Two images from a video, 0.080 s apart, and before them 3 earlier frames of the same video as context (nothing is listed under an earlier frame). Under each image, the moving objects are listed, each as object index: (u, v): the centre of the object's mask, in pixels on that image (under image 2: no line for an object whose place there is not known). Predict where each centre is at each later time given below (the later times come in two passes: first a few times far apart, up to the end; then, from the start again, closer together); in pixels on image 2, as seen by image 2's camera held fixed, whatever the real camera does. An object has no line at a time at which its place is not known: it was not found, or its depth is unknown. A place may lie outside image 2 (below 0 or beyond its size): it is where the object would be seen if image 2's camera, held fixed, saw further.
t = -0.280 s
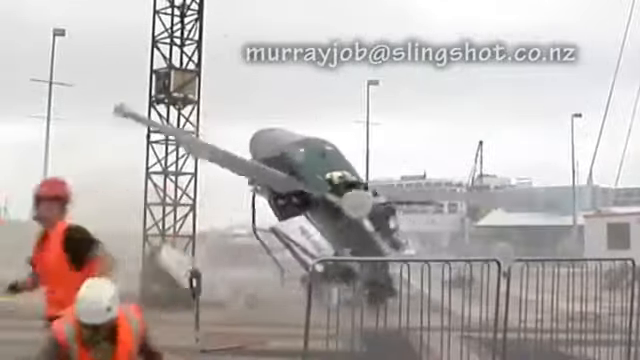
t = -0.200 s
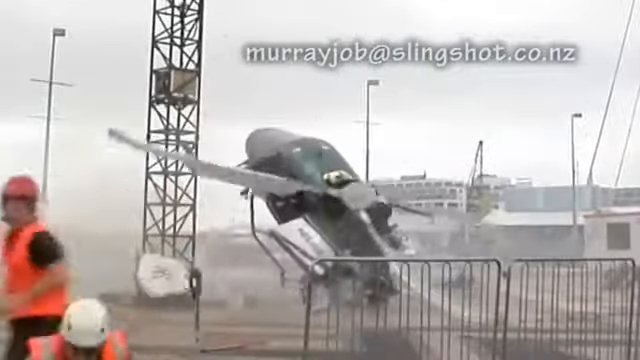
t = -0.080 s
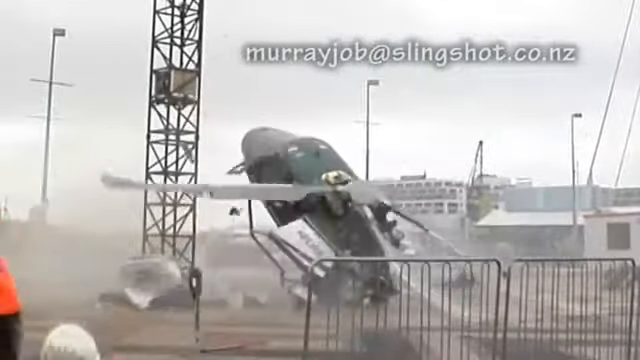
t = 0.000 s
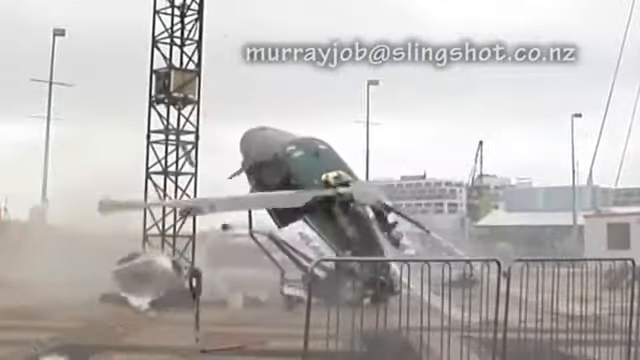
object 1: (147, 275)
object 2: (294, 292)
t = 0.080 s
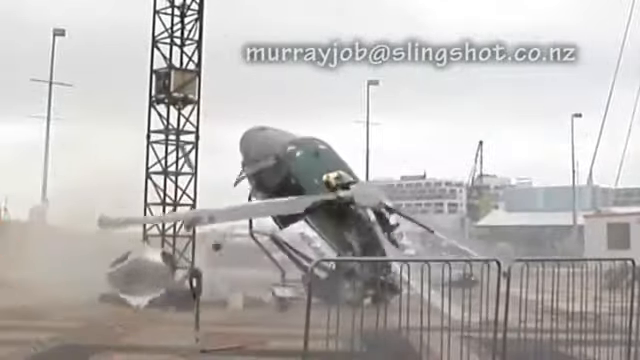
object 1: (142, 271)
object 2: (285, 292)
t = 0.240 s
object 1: (129, 275)
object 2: (269, 295)
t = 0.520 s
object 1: (102, 282)
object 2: (246, 298)
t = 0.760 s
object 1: (73, 287)
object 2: (232, 298)
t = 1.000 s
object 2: (226, 297)
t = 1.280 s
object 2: (226, 297)
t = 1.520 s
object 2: (231, 298)
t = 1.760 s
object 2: (235, 298)
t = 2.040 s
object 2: (234, 298)
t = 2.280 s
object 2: (230, 299)
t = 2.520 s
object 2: (229, 299)
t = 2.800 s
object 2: (229, 299)
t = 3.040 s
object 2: (229, 299)
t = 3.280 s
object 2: (229, 299)
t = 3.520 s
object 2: (229, 299)
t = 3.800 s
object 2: (229, 299)
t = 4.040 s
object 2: (229, 299)
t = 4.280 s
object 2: (229, 299)
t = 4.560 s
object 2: (229, 299)
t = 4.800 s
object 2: (229, 299)
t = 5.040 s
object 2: (229, 299)
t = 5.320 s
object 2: (229, 299)
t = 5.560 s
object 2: (229, 299)
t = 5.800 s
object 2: (229, 299)
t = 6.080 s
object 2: (229, 299)
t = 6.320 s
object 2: (229, 299)
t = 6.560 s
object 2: (229, 299)
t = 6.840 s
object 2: (229, 299)
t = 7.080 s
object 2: (229, 299)
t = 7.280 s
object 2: (229, 299)
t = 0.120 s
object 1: (137, 273)
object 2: (280, 293)
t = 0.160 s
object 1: (135, 273)
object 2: (276, 294)
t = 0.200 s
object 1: (132, 274)
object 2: (272, 295)
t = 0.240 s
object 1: (129, 275)
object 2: (269, 295)
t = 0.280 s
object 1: (126, 276)
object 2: (264, 297)
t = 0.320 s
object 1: (122, 277)
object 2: (260, 297)
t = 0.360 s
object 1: (120, 278)
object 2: (258, 297)
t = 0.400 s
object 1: (115, 280)
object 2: (255, 297)
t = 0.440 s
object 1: (111, 280)
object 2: (251, 298)
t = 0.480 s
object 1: (106, 281)
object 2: (248, 298)
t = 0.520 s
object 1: (102, 282)
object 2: (246, 298)
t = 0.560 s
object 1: (98, 284)
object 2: (243, 298)
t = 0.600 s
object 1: (92, 285)
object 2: (241, 299)
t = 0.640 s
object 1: (88, 288)
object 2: (239, 299)
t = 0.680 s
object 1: (82, 293)
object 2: (236, 298)
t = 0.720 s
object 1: (73, 293)
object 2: (234, 298)
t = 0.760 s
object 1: (73, 287)
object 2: (232, 298)
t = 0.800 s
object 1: (68, 287)
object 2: (230, 297)
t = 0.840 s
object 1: (65, 287)
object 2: (229, 297)
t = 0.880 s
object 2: (228, 297)
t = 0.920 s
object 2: (227, 297)
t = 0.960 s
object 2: (226, 297)
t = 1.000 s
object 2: (226, 297)
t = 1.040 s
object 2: (226, 297)
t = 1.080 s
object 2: (226, 297)
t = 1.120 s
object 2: (226, 297)
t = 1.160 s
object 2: (226, 297)
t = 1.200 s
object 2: (226, 297)
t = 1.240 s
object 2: (226, 297)
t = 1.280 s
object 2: (226, 297)
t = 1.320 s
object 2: (226, 297)
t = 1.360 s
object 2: (227, 297)
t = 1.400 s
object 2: (227, 297)
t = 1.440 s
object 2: (229, 297)
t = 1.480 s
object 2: (230, 297)
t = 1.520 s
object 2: (231, 298)
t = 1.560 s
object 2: (231, 298)
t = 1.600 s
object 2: (232, 298)
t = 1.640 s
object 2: (233, 298)
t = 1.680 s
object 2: (234, 298)
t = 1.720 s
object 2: (235, 298)
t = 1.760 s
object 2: (235, 298)
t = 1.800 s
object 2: (235, 298)
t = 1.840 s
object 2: (235, 298)
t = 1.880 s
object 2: (235, 298)
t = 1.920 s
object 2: (235, 298)
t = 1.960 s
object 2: (235, 298)
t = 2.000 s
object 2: (234, 298)
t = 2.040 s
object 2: (234, 298)
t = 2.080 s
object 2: (233, 298)
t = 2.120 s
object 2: (233, 298)
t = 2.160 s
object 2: (232, 298)
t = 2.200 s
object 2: (231, 298)
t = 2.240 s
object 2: (231, 298)
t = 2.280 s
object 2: (230, 299)
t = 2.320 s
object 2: (229, 299)
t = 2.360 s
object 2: (229, 299)
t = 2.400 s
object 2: (229, 299)
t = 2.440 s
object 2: (228, 299)
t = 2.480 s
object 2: (228, 299)
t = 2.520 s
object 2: (229, 299)
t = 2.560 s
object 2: (229, 299)
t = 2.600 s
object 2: (229, 299)
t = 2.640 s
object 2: (229, 299)
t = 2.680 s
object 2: (229, 299)
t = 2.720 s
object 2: (229, 299)
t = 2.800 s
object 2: (229, 299)
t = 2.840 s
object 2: (229, 299)
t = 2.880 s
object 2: (229, 299)
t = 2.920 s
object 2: (229, 299)
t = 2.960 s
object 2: (229, 299)
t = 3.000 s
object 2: (229, 299)
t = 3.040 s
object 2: (229, 299)
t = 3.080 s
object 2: (229, 299)
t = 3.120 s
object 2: (229, 299)
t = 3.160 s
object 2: (229, 299)
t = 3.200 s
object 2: (229, 299)
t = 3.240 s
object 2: (229, 299)
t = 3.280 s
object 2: (229, 299)
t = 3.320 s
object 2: (229, 299)
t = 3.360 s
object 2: (229, 299)
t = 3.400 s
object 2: (229, 299)
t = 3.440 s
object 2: (229, 299)
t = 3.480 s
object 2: (229, 299)
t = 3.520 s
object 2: (229, 299)
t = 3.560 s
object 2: (229, 299)
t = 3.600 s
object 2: (229, 299)
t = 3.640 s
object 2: (229, 299)
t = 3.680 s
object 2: (229, 299)
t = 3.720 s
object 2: (229, 299)
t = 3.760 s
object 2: (229, 299)
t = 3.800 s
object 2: (229, 299)
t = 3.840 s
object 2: (229, 299)
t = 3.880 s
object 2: (229, 299)
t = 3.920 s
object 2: (229, 299)
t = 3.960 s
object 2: (229, 299)
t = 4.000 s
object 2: (229, 299)
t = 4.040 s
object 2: (229, 299)
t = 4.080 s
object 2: (229, 299)
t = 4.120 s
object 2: (229, 299)
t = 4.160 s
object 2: (229, 299)
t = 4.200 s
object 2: (229, 299)
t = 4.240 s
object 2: (229, 299)
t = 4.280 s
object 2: (229, 299)
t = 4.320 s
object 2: (229, 299)
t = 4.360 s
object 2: (229, 299)
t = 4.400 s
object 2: (229, 299)
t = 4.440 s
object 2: (229, 299)
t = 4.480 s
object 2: (229, 299)
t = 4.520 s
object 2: (229, 299)
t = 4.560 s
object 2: (229, 299)
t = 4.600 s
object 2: (229, 299)
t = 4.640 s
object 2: (229, 299)
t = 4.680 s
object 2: (229, 299)
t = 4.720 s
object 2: (229, 299)
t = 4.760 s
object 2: (229, 299)
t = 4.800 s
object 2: (229, 299)
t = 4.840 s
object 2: (229, 299)
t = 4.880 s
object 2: (229, 299)
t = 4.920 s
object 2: (229, 299)
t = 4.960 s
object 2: (229, 299)
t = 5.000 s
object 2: (229, 299)
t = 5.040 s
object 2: (229, 299)
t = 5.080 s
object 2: (229, 299)
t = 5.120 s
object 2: (229, 299)
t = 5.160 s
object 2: (229, 299)
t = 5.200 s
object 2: (229, 299)
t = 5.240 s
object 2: (229, 299)
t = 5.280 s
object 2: (229, 299)
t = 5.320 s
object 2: (229, 299)
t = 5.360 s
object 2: (229, 299)
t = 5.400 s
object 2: (229, 299)
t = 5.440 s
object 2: (229, 299)
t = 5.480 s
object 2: (229, 299)
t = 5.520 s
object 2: (229, 299)
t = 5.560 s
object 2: (229, 299)
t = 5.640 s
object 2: (229, 299)
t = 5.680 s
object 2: (229, 299)
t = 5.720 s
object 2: (229, 299)
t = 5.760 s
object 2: (229, 299)
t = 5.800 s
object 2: (229, 299)
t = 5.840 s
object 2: (229, 299)
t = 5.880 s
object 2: (229, 299)
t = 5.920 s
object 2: (229, 299)
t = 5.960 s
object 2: (229, 299)
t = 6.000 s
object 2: (229, 299)
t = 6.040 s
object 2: (229, 299)
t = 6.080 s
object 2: (229, 299)
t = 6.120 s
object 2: (229, 299)
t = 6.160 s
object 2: (229, 299)
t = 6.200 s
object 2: (229, 299)
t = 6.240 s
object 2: (229, 299)
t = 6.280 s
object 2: (229, 299)
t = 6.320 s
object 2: (229, 299)
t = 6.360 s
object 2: (229, 299)
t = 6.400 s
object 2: (229, 299)
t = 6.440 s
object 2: (229, 299)
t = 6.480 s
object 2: (229, 299)
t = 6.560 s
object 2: (229, 299)
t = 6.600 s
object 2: (229, 299)
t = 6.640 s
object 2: (229, 299)
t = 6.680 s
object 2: (229, 299)
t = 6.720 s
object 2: (229, 299)
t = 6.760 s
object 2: (229, 299)
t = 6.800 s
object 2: (229, 299)
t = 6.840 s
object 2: (229, 299)
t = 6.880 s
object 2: (229, 299)
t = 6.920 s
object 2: (229, 299)
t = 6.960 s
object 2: (229, 299)
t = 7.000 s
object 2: (229, 299)
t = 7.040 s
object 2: (229, 299)
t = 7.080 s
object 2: (229, 299)
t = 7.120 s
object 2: (229, 299)
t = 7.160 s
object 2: (229, 299)
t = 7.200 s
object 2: (229, 299)
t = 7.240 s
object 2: (229, 299)
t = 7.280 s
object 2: (229, 299)
